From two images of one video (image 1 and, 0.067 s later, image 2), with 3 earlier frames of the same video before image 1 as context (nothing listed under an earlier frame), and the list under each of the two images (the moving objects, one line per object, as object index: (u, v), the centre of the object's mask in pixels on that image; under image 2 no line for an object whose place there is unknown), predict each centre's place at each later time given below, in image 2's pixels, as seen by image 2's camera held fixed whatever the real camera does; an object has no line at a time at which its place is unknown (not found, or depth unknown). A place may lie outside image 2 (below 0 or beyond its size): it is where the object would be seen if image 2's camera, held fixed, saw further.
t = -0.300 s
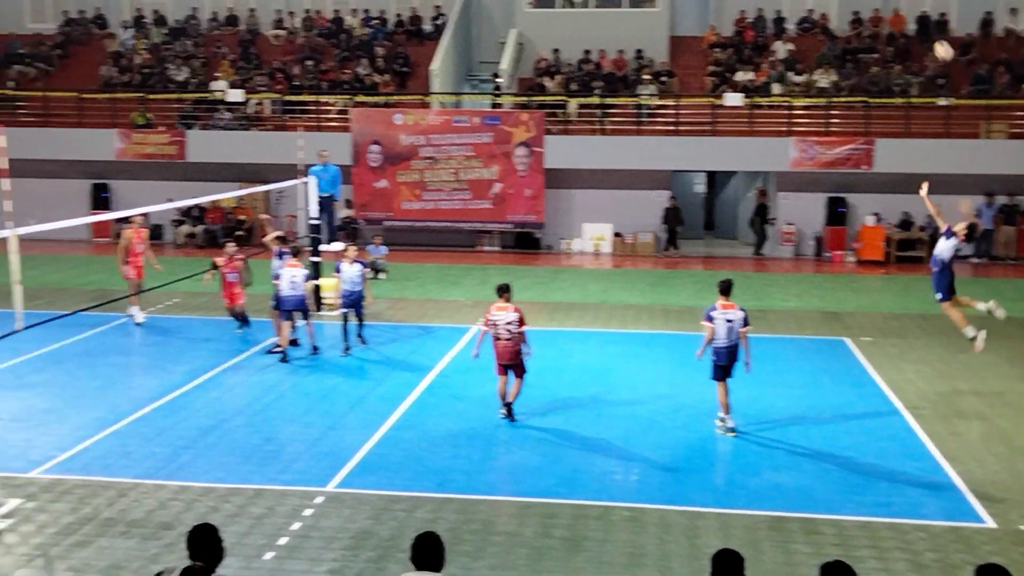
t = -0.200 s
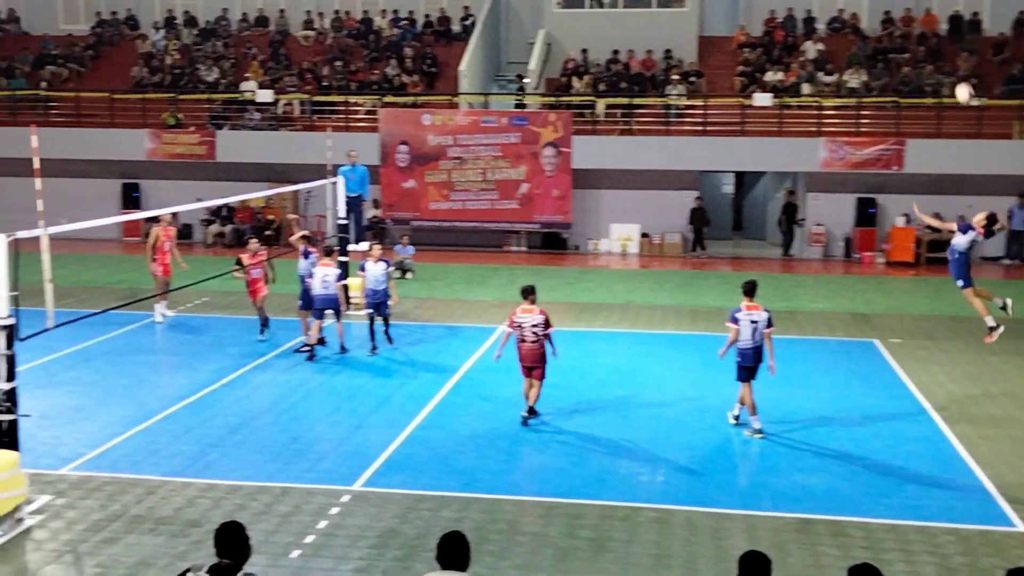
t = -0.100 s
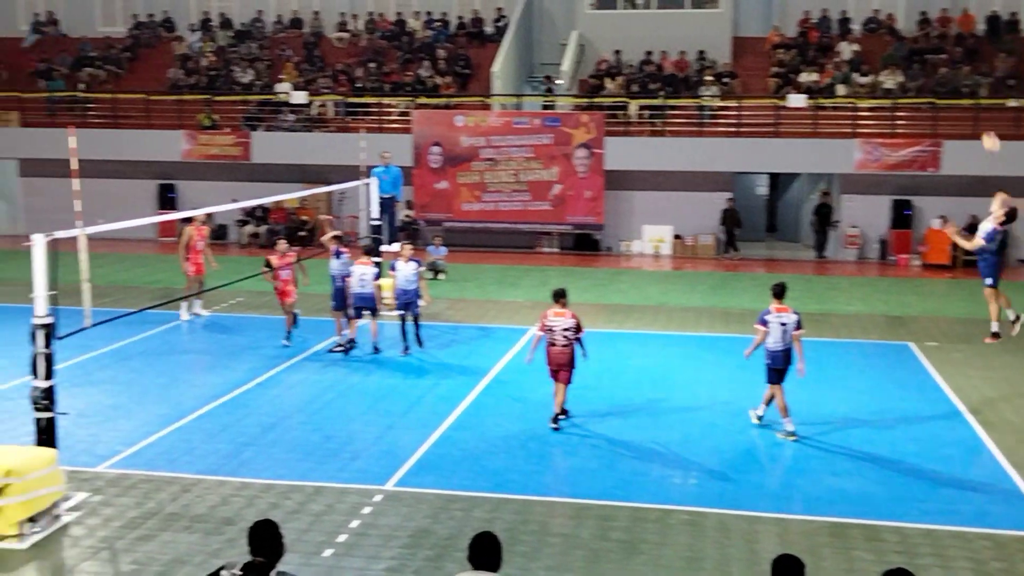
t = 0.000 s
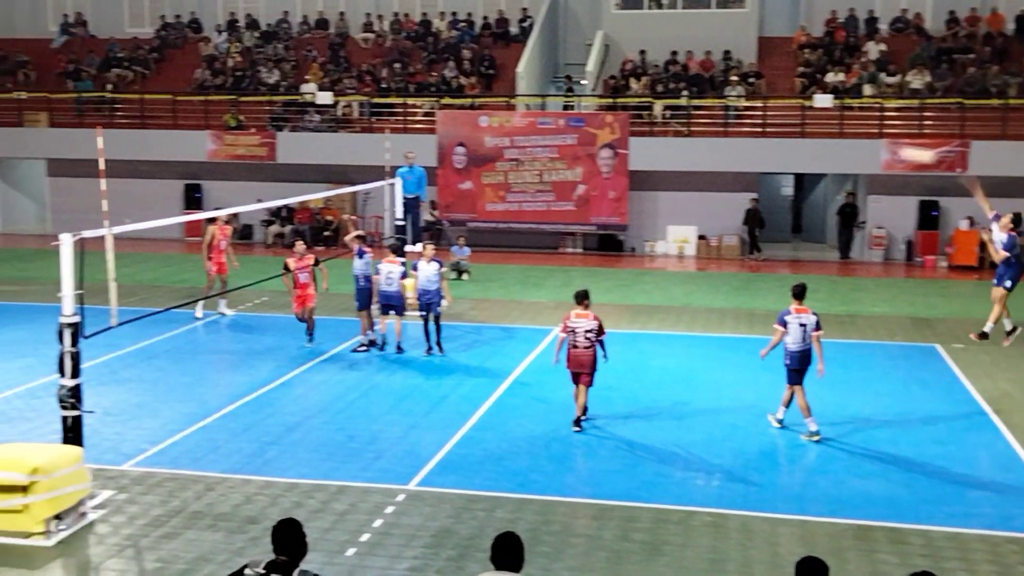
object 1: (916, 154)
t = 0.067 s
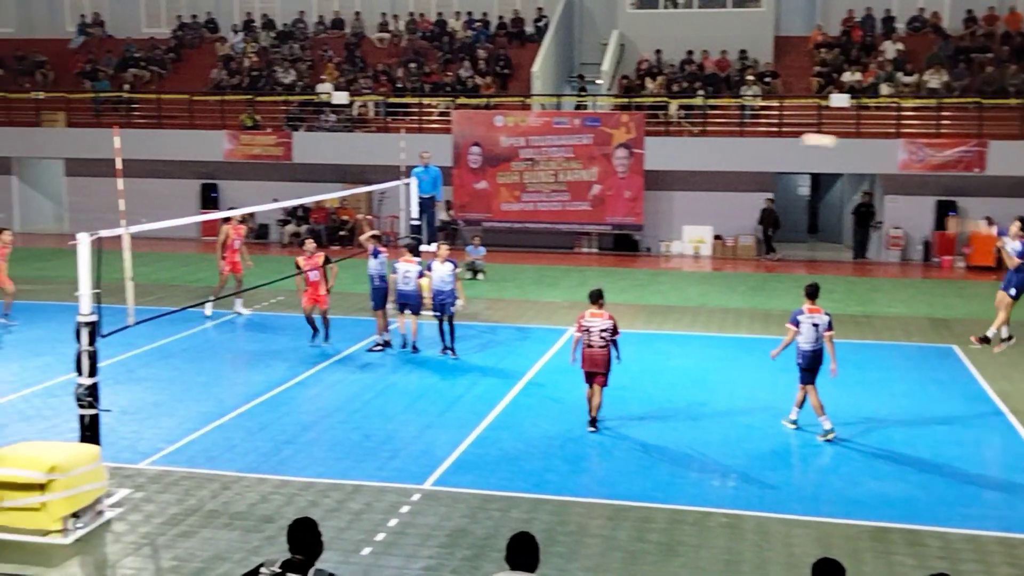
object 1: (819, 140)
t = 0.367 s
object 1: (372, 144)
